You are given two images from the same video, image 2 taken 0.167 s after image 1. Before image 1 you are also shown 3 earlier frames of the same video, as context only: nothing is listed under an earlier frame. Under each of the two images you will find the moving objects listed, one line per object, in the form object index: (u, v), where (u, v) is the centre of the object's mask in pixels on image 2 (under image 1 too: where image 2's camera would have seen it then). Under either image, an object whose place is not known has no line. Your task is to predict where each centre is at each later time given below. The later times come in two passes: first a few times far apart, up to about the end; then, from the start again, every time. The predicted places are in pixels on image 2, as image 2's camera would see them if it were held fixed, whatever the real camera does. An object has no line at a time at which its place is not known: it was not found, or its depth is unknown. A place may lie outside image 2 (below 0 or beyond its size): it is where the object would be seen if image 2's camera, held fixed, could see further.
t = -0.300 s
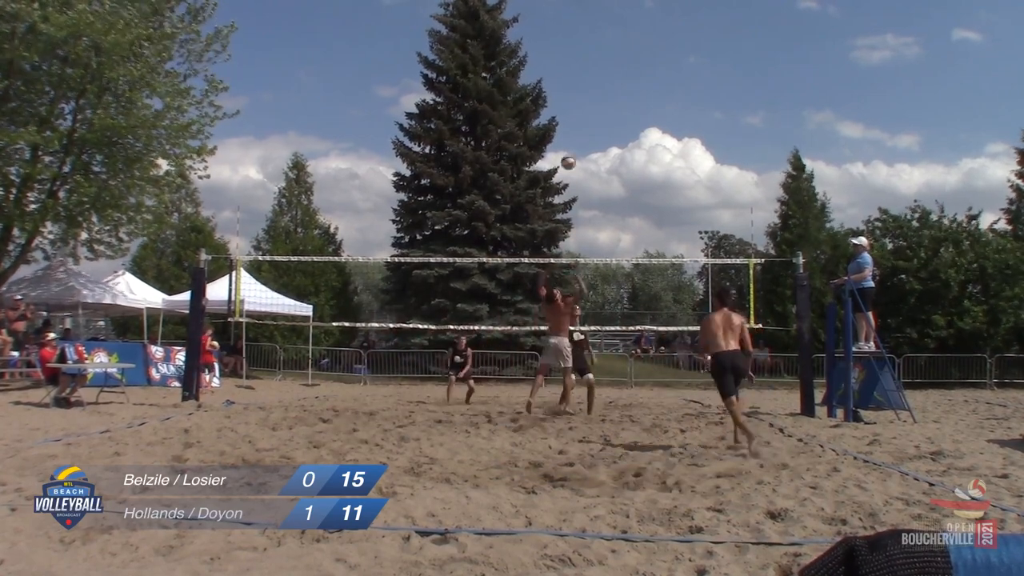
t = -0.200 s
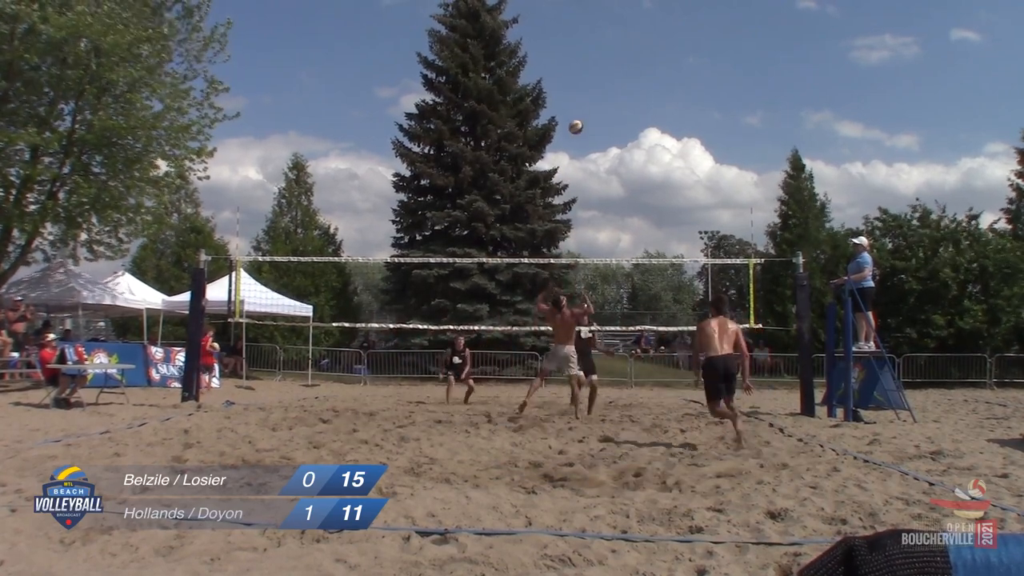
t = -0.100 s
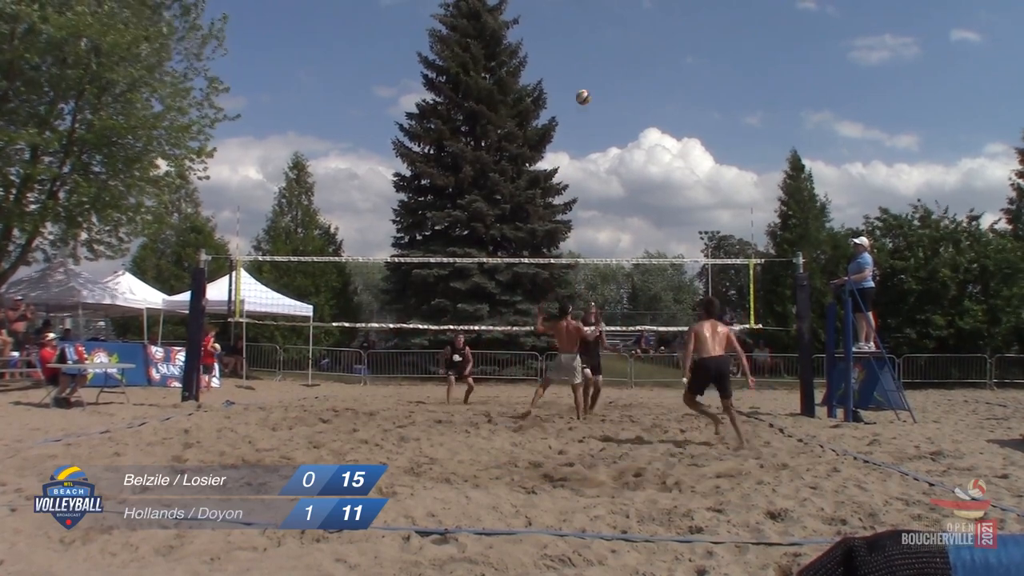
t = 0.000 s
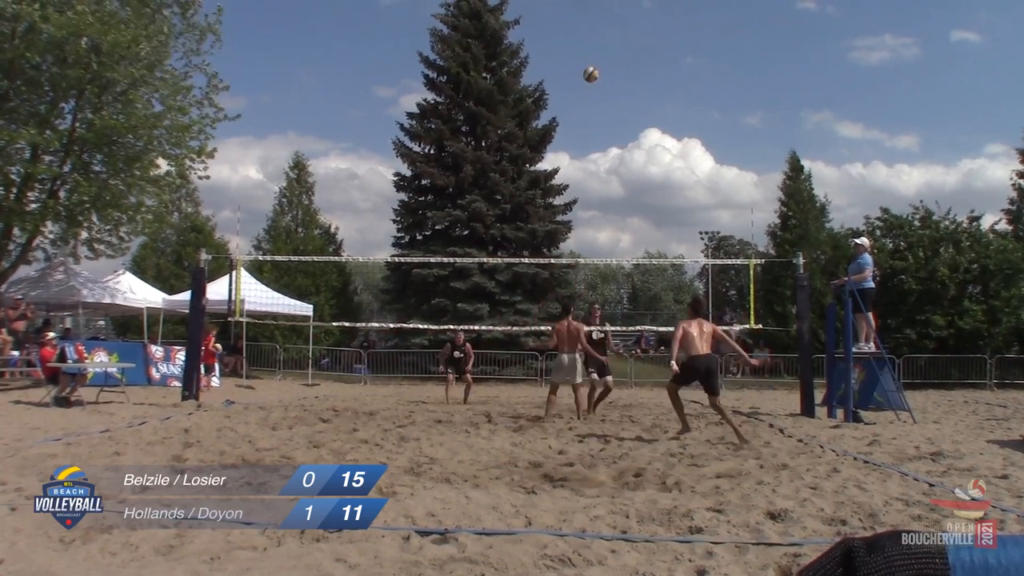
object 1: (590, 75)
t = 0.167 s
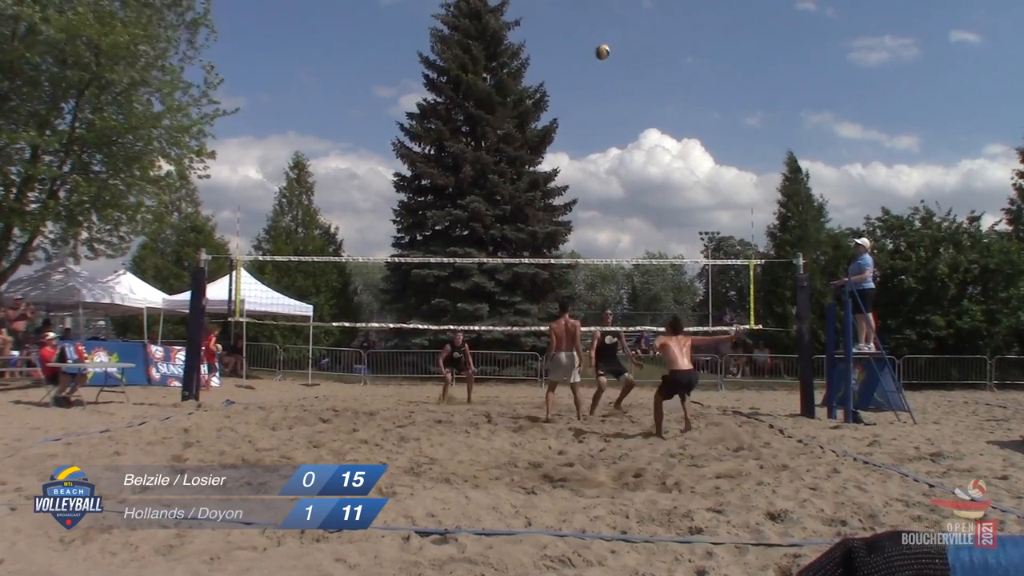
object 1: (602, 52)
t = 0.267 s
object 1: (609, 46)
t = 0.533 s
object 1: (626, 65)
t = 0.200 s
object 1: (604, 49)
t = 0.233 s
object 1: (606, 47)
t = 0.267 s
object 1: (609, 46)
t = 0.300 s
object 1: (611, 46)
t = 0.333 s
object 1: (613, 47)
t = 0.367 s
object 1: (615, 48)
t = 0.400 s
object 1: (617, 50)
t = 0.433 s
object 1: (619, 53)
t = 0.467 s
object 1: (622, 56)
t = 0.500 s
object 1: (624, 60)
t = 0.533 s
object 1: (626, 65)
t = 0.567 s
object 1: (629, 71)
